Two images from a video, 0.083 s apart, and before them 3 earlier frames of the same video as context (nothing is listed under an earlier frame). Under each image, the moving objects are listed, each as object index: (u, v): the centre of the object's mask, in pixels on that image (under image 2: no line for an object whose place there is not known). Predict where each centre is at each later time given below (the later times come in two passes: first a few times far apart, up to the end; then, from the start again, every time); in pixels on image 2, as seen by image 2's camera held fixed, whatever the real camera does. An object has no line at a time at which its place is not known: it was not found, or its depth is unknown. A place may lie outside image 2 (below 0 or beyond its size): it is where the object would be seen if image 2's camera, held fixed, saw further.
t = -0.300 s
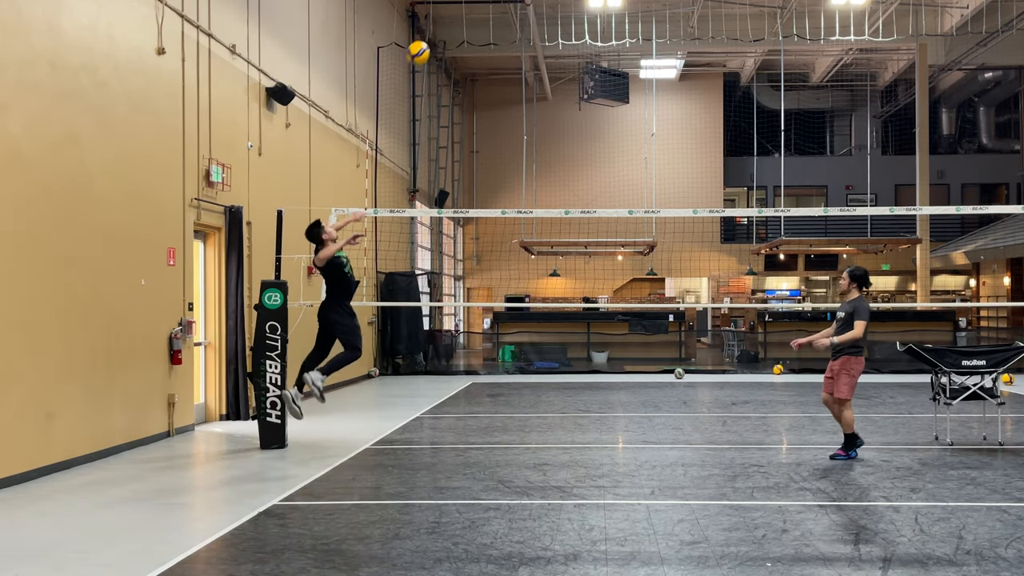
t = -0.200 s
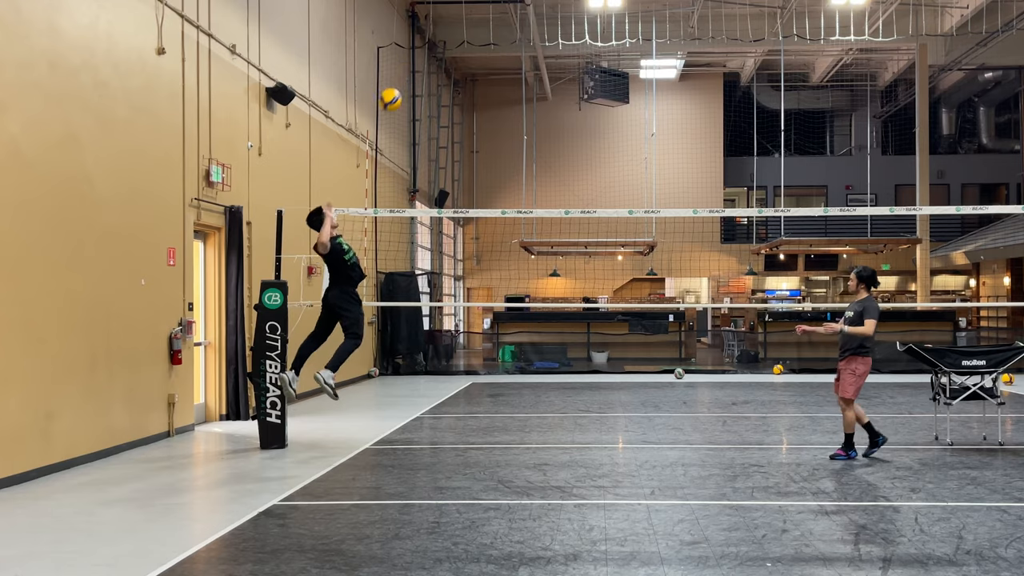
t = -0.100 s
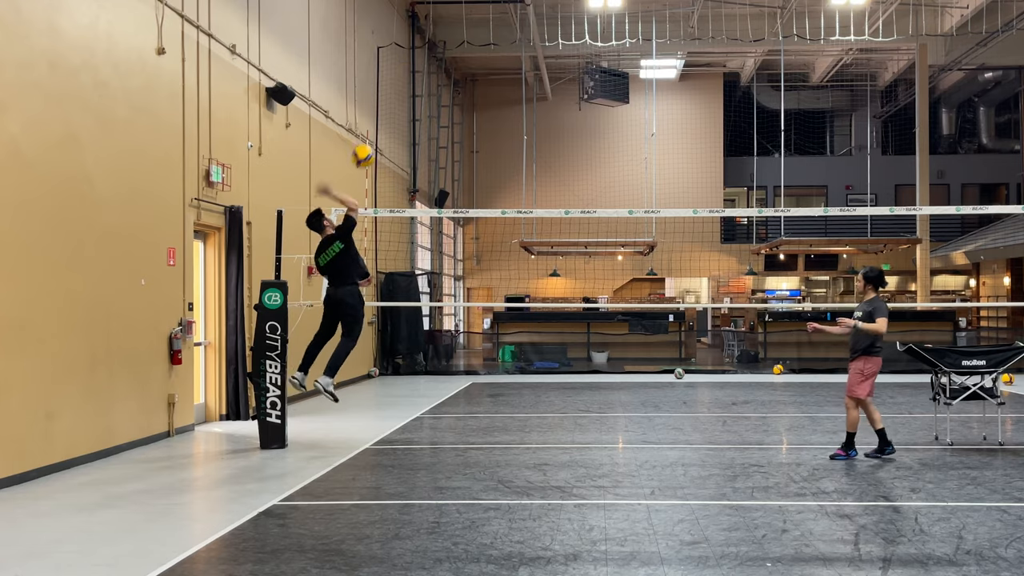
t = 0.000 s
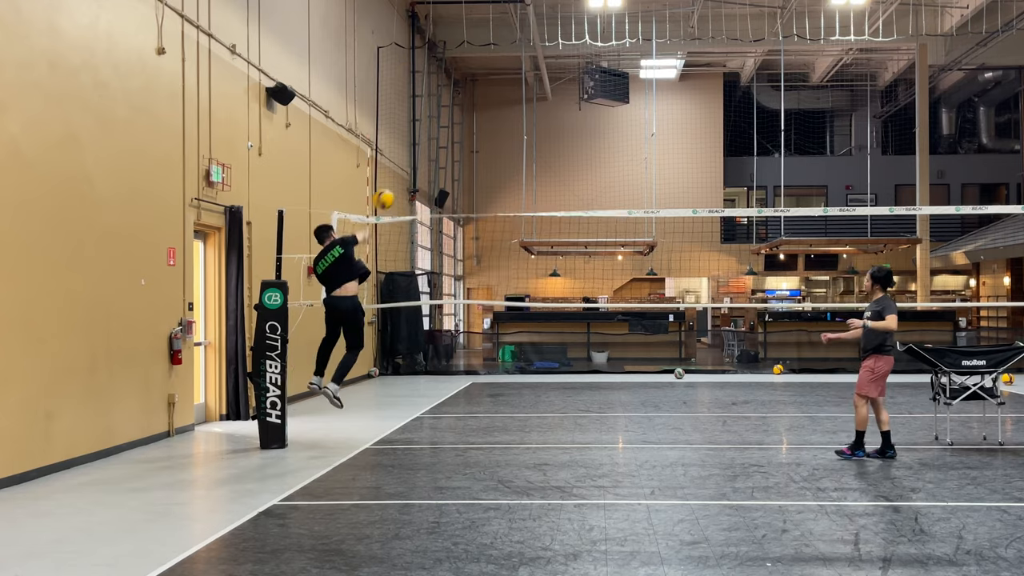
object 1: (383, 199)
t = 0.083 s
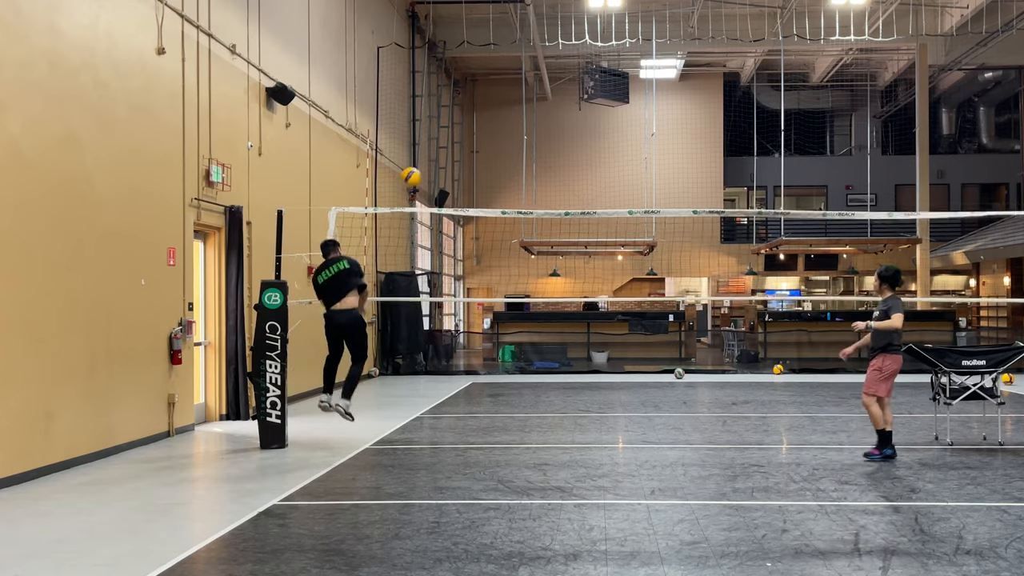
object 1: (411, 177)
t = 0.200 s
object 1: (445, 160)
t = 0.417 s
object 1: (499, 163)
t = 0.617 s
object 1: (540, 196)
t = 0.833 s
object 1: (575, 258)
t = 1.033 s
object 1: (603, 335)
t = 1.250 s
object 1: (627, 360)
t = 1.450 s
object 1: (646, 313)
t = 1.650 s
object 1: (664, 290)
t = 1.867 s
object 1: (681, 293)
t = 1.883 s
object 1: (682, 295)
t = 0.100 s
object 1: (416, 174)
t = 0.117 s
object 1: (421, 170)
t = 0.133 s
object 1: (426, 168)
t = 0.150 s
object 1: (432, 165)
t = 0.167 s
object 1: (436, 163)
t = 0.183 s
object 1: (441, 161)
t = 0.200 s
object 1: (445, 160)
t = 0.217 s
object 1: (450, 158)
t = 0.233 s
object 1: (454, 158)
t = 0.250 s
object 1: (459, 157)
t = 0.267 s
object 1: (463, 157)
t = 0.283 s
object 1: (467, 156)
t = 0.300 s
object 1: (472, 156)
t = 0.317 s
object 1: (476, 156)
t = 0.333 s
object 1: (480, 157)
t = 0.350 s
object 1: (484, 157)
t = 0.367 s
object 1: (488, 158)
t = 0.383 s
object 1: (492, 159)
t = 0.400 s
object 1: (496, 161)
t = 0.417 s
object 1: (499, 163)
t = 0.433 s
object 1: (503, 164)
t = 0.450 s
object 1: (507, 166)
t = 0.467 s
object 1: (510, 169)
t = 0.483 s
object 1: (514, 171)
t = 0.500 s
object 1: (517, 173)
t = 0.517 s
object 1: (521, 176)
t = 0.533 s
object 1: (524, 179)
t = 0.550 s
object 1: (527, 182)
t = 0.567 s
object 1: (531, 185)
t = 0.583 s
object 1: (534, 189)
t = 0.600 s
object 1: (537, 192)
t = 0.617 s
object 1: (540, 196)
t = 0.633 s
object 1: (543, 200)
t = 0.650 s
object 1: (546, 203)
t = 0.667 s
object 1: (548, 205)
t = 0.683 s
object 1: (552, 207)
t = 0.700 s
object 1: (556, 221)
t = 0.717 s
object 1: (557, 223)
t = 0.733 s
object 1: (560, 226)
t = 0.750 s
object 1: (563, 232)
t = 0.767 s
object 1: (565, 236)
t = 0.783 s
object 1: (568, 242)
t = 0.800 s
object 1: (571, 247)
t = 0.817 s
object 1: (573, 253)
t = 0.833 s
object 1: (575, 258)
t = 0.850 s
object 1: (578, 263)
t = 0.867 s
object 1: (580, 269)
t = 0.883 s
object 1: (583, 276)
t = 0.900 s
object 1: (585, 282)
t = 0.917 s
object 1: (588, 288)
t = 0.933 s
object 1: (589, 295)
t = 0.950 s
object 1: (592, 301)
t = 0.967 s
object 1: (595, 309)
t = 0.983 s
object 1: (597, 314)
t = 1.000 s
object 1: (598, 321)
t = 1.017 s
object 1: (600, 327)
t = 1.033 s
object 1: (603, 335)
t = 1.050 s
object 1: (605, 343)
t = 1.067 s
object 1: (607, 350)
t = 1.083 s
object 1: (609, 356)
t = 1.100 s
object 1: (611, 364)
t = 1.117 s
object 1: (613, 371)
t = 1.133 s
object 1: (615, 380)
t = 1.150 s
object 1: (616, 388)
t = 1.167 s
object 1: (618, 391)
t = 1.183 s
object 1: (620, 384)
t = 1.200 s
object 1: (622, 377)
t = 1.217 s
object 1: (624, 371)
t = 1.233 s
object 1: (625, 365)
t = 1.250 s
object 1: (627, 360)
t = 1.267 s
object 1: (629, 355)
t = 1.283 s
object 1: (631, 349)
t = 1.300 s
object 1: (632, 344)
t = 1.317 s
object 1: (634, 340)
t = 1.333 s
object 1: (636, 335)
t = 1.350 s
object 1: (637, 331)
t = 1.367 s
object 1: (638, 327)
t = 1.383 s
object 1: (640, 324)
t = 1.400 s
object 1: (642, 320)
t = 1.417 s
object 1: (644, 317)
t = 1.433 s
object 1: (645, 314)
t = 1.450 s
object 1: (646, 313)
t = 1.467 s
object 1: (648, 308)
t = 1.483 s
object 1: (650, 303)
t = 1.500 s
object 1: (652, 301)
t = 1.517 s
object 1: (652, 300)
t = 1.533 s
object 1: (655, 298)
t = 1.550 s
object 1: (656, 296)
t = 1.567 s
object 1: (657, 295)
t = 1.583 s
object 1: (658, 294)
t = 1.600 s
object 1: (660, 293)
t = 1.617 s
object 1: (662, 291)
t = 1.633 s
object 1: (663, 290)
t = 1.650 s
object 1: (664, 290)
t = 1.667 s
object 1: (665, 289)
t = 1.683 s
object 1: (667, 289)
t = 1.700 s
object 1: (669, 288)
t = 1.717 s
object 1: (670, 288)
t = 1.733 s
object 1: (671, 289)
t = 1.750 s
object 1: (672, 289)
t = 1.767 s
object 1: (674, 289)
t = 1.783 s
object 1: (675, 289)
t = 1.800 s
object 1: (676, 290)
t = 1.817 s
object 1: (678, 291)
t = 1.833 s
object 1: (679, 291)
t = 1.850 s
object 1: (681, 293)
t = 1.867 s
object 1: (681, 293)
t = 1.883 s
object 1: (682, 295)
